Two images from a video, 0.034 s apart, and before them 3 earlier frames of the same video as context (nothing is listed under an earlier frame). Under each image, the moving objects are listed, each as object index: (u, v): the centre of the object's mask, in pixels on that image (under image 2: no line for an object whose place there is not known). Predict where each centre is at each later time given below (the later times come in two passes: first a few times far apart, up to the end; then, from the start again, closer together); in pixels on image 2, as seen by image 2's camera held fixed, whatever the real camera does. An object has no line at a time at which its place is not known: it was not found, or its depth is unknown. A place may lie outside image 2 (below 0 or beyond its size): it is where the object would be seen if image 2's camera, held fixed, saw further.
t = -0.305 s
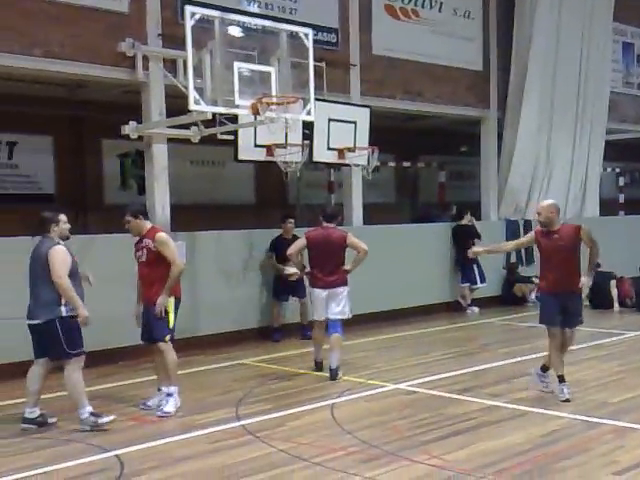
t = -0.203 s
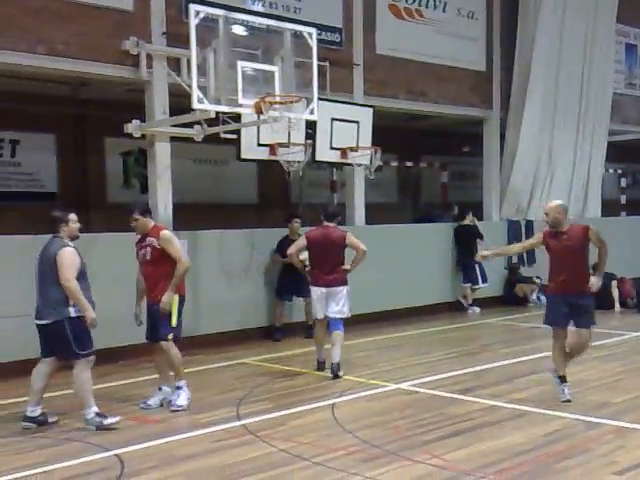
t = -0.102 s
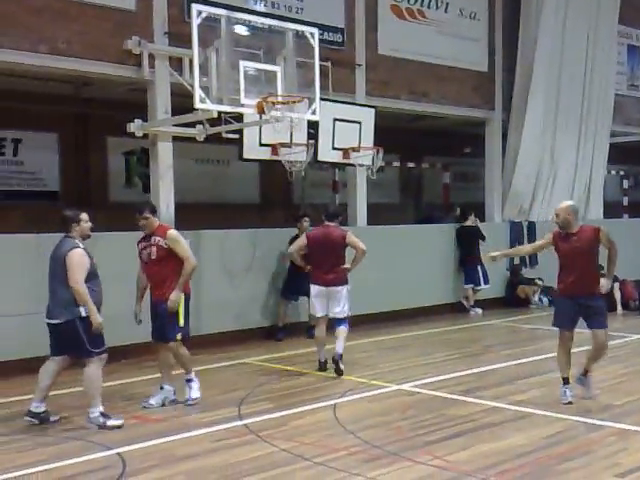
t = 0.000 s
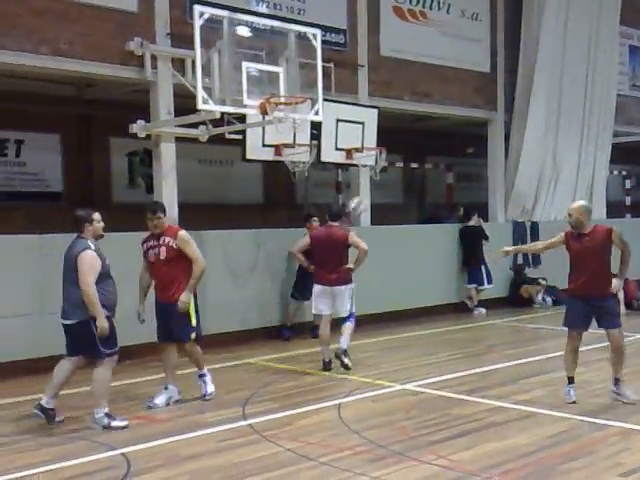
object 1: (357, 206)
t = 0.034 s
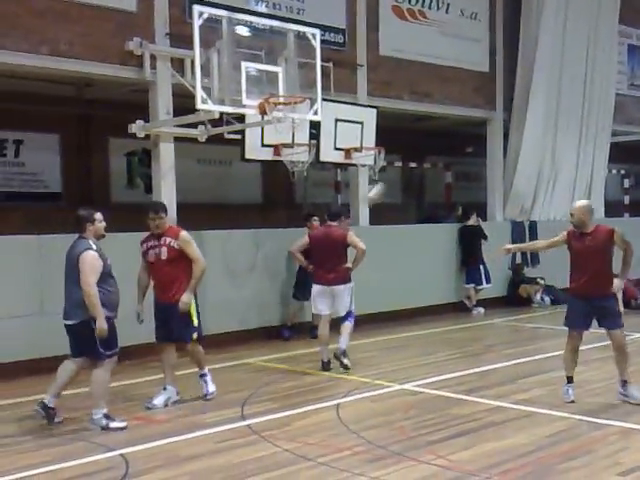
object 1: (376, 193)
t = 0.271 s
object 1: (502, 125)
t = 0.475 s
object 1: (637, 96)
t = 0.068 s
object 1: (390, 182)
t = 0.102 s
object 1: (407, 172)
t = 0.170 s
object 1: (443, 153)
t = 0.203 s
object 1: (464, 143)
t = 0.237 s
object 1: (481, 136)
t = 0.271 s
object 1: (502, 125)
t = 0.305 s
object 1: (525, 118)
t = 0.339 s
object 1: (547, 114)
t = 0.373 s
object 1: (571, 104)
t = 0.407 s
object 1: (596, 99)
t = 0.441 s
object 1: (619, 99)
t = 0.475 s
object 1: (637, 96)
